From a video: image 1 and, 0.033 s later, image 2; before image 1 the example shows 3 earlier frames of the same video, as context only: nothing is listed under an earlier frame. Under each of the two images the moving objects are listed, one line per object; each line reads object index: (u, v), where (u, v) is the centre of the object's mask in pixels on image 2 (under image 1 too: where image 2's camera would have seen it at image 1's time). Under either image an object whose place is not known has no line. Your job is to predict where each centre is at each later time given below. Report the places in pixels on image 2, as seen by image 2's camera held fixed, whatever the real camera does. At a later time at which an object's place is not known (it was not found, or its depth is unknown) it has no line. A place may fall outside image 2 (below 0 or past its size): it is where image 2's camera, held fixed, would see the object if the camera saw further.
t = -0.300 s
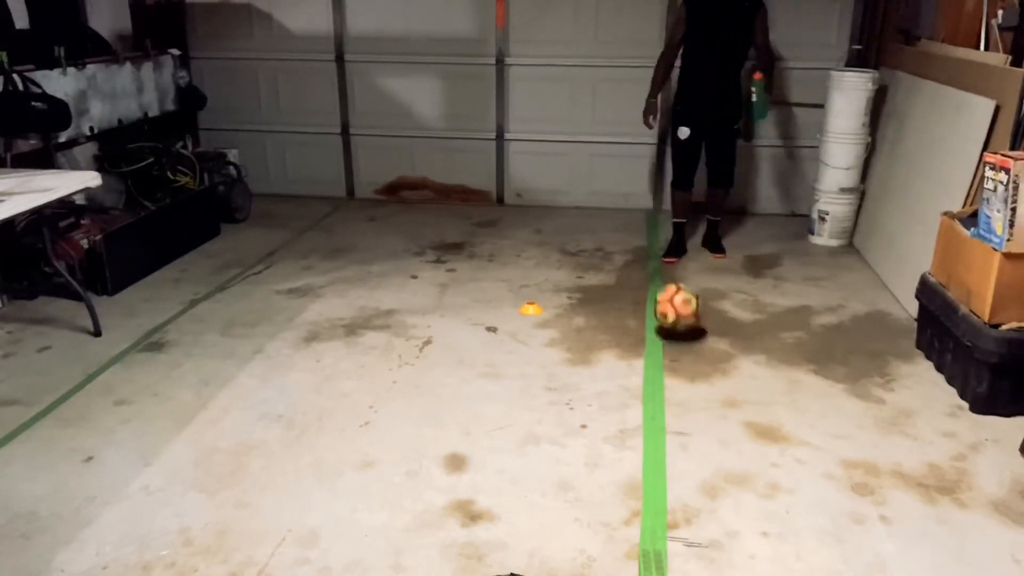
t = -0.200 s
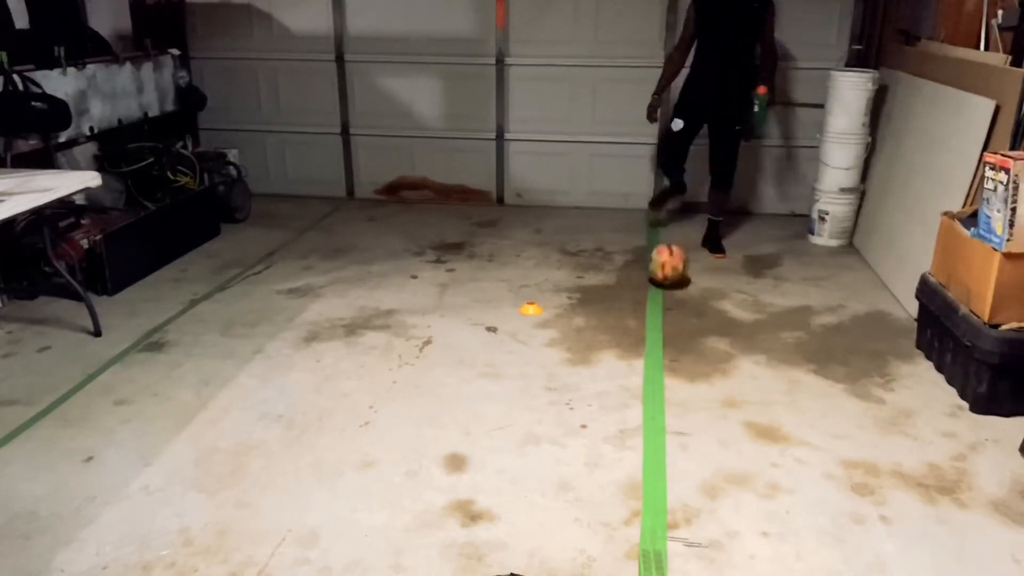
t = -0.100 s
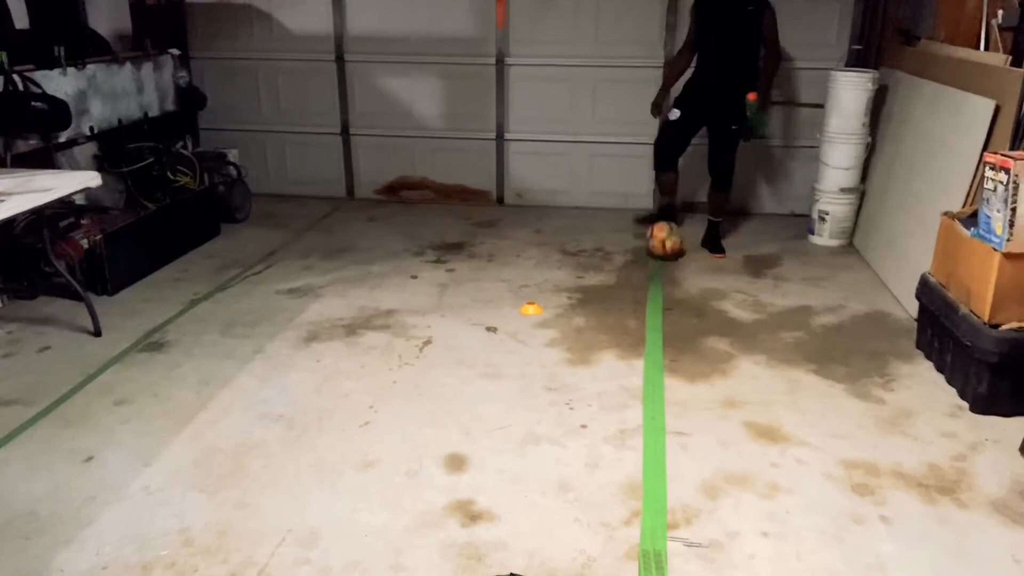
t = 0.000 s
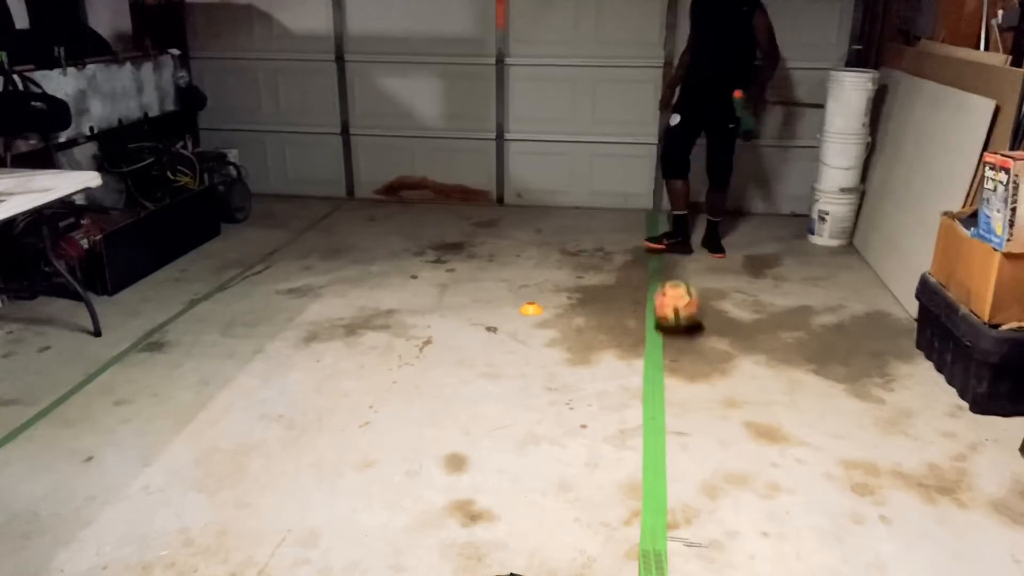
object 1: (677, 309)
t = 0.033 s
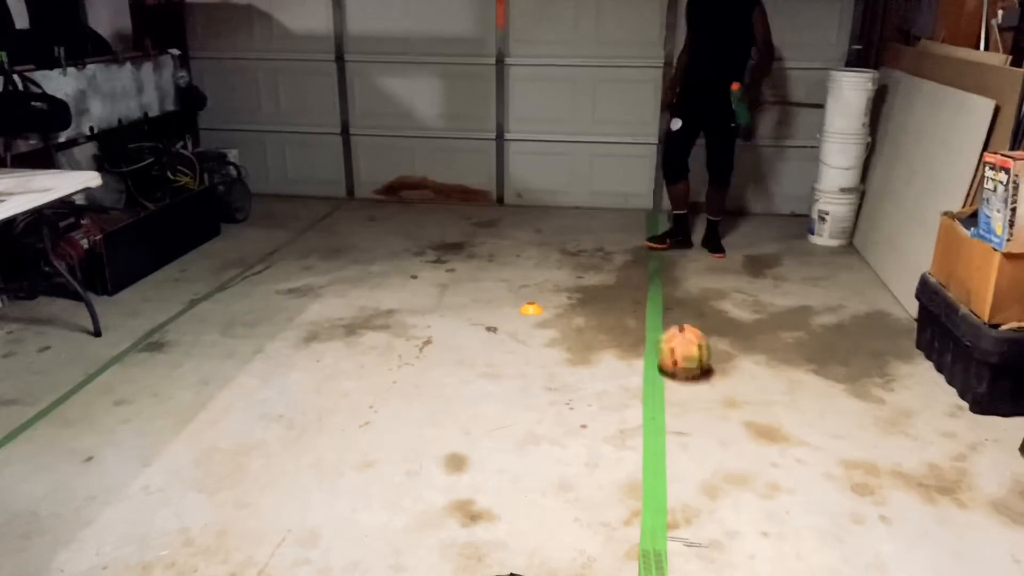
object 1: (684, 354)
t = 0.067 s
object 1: (698, 406)
